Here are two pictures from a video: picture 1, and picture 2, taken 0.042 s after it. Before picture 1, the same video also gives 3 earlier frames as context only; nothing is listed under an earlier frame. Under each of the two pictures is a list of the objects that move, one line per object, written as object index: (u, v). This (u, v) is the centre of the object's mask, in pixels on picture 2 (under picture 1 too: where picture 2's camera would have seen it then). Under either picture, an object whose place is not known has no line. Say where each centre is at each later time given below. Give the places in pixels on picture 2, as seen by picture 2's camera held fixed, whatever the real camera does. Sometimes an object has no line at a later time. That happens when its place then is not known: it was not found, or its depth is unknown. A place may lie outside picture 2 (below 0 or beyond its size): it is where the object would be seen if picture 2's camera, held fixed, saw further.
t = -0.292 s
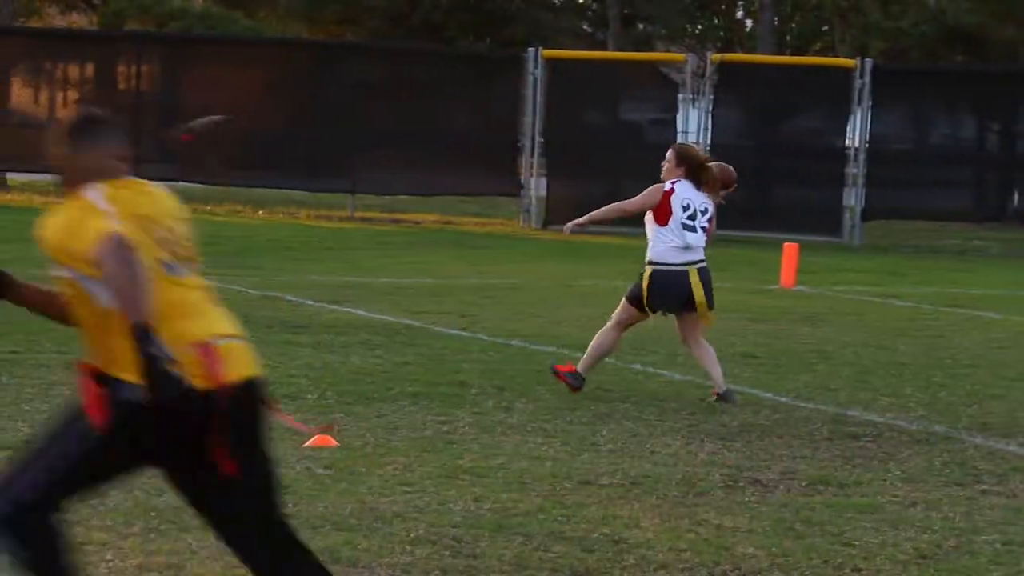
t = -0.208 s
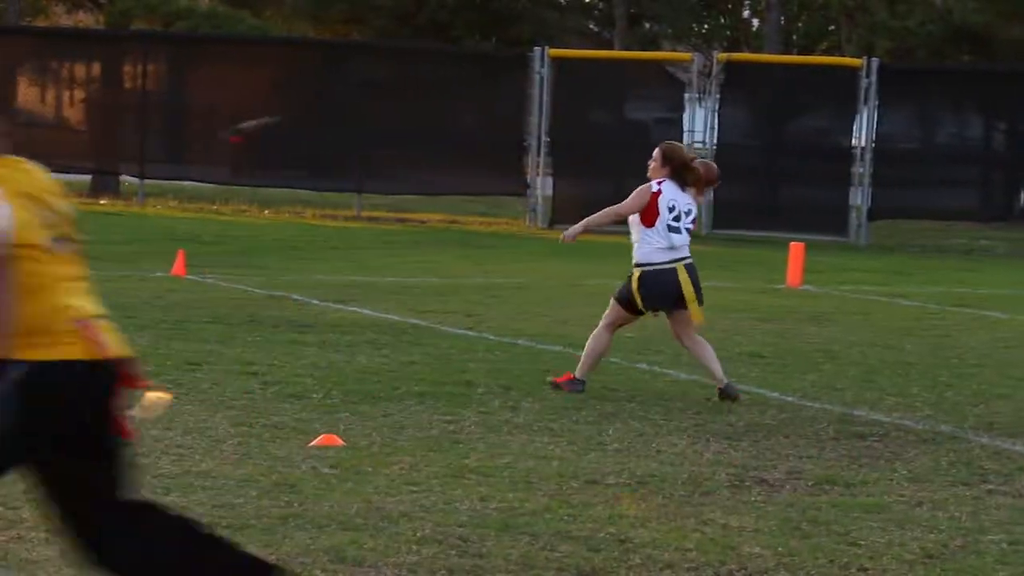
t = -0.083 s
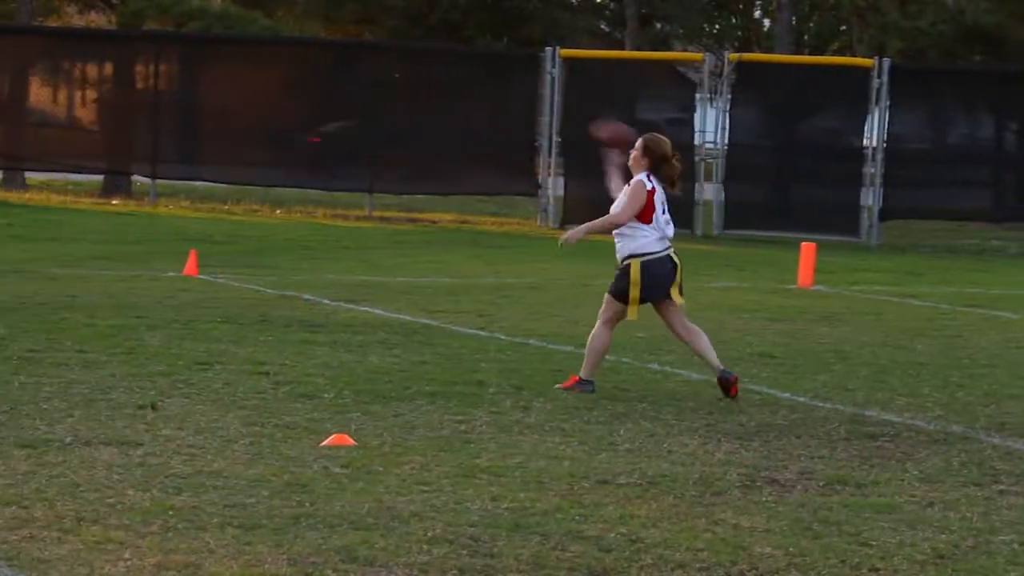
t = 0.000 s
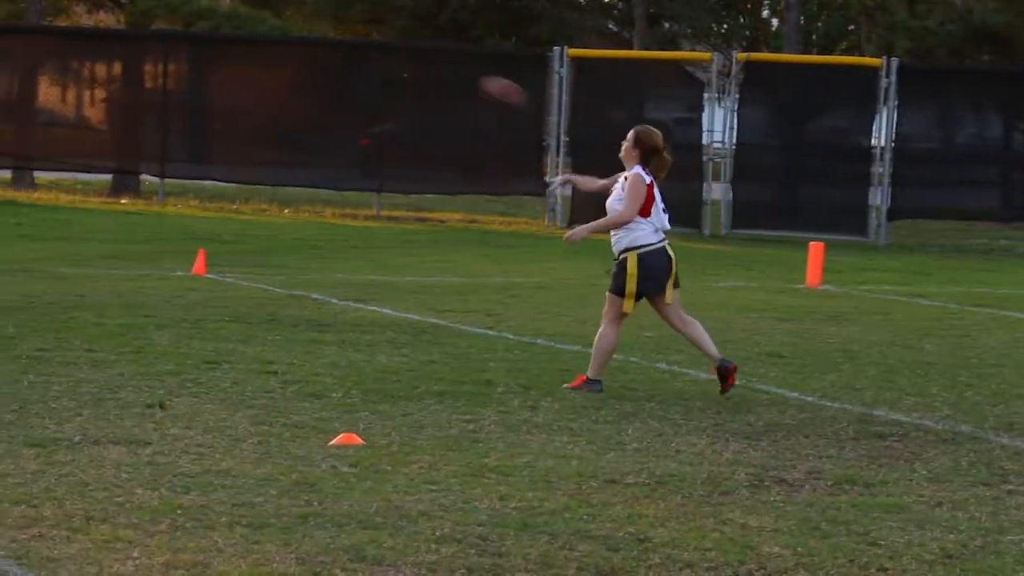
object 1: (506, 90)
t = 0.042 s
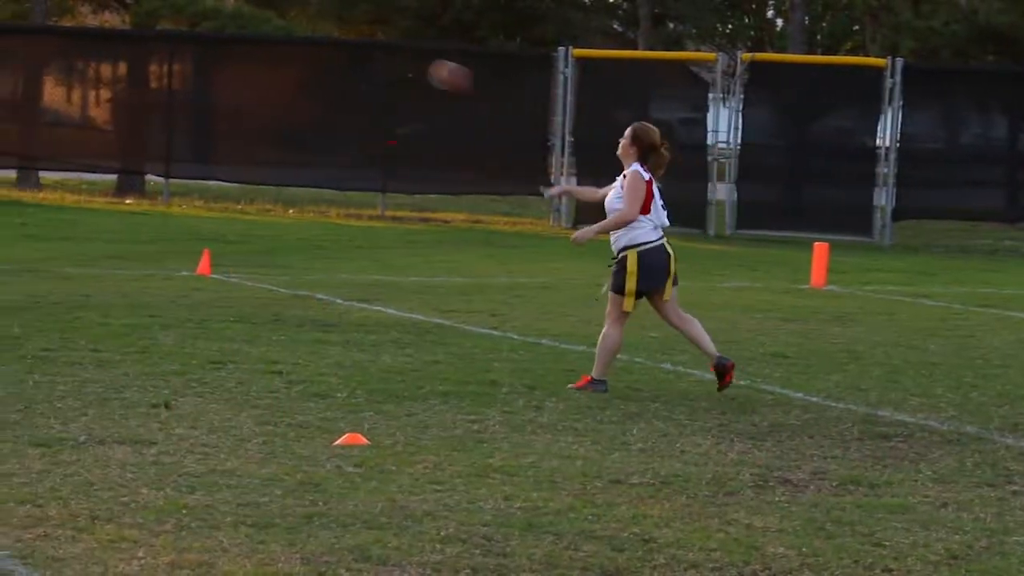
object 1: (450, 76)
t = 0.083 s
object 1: (400, 62)
